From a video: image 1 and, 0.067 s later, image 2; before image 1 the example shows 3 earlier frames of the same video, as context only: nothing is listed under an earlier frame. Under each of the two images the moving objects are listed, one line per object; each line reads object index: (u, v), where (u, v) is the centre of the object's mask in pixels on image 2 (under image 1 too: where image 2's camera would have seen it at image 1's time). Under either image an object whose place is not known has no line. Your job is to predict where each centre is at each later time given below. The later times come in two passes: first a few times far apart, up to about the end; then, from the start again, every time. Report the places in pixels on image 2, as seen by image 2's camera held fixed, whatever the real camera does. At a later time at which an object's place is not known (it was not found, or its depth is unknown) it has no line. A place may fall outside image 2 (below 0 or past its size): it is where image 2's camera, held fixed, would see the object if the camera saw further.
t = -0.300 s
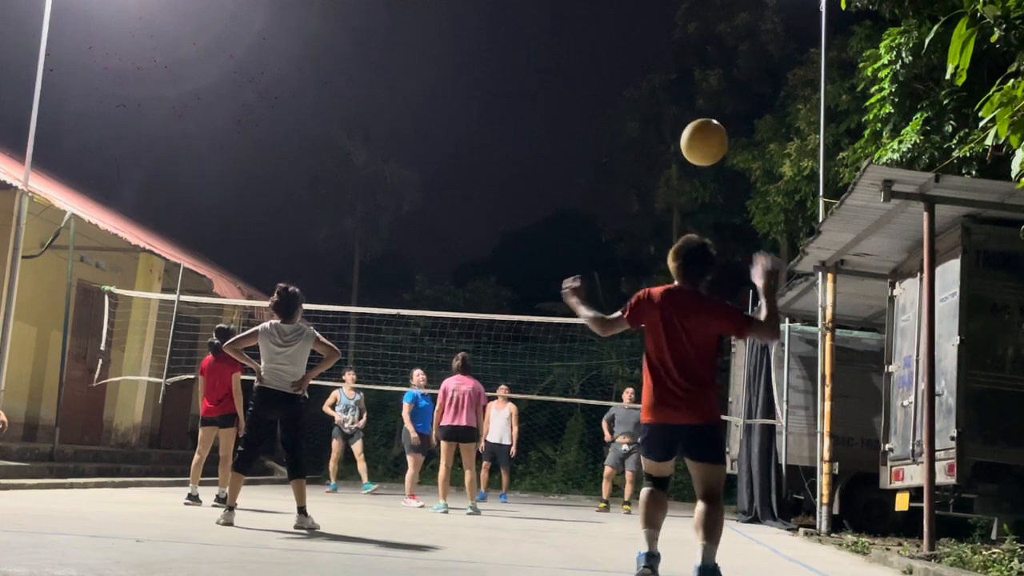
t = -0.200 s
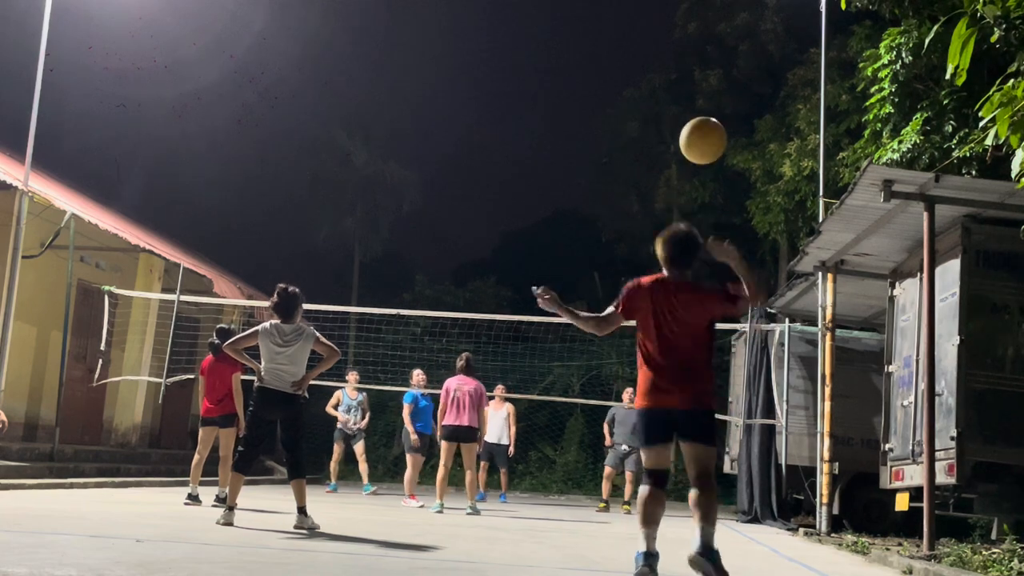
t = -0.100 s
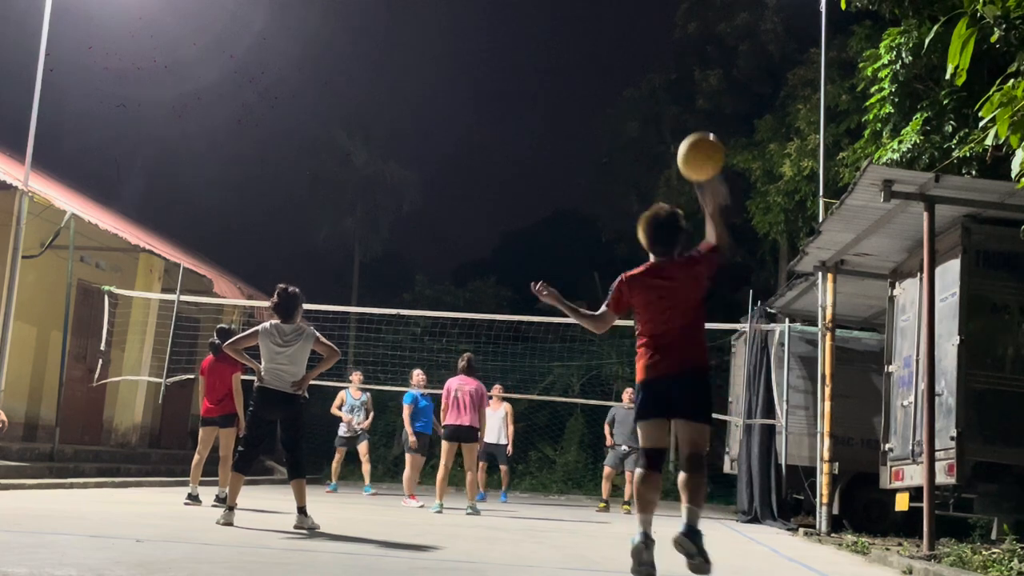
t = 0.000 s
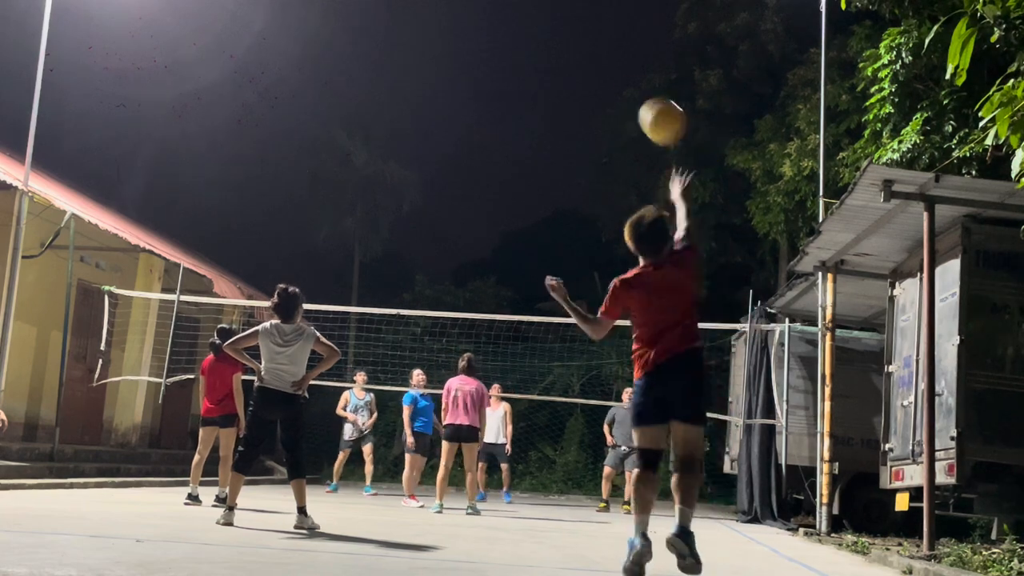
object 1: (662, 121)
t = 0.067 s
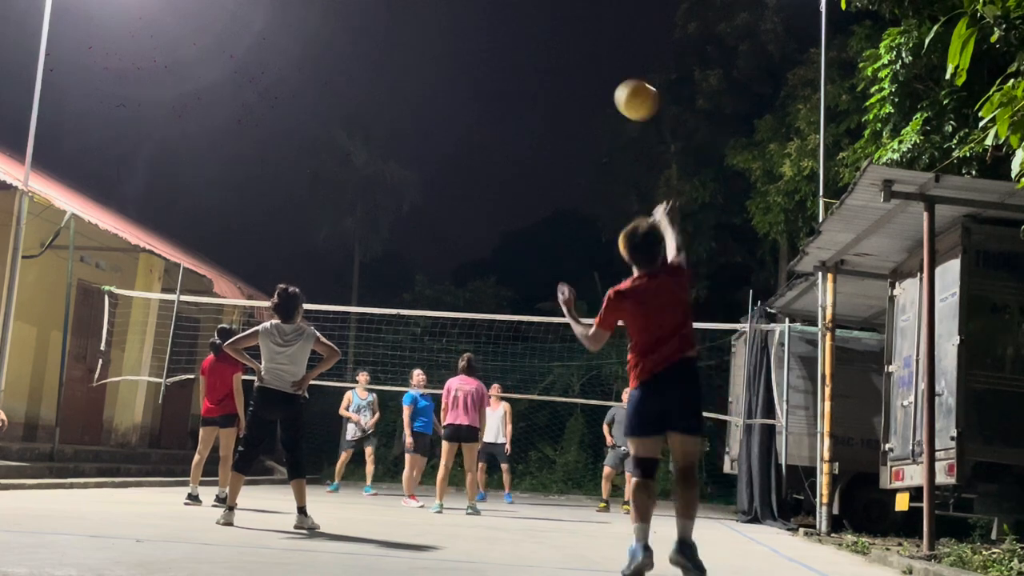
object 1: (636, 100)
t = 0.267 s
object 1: (575, 91)
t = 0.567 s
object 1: (514, 154)
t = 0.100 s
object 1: (625, 94)
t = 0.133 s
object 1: (613, 90)
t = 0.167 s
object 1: (602, 89)
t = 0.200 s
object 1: (592, 88)
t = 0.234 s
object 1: (583, 89)
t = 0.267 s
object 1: (575, 91)
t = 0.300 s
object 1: (567, 94)
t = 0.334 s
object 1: (560, 98)
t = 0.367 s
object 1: (553, 104)
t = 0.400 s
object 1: (545, 110)
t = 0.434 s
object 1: (539, 117)
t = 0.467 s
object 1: (532, 125)
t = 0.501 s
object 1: (526, 134)
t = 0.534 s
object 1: (520, 144)
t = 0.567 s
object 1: (514, 154)
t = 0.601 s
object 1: (508, 165)
